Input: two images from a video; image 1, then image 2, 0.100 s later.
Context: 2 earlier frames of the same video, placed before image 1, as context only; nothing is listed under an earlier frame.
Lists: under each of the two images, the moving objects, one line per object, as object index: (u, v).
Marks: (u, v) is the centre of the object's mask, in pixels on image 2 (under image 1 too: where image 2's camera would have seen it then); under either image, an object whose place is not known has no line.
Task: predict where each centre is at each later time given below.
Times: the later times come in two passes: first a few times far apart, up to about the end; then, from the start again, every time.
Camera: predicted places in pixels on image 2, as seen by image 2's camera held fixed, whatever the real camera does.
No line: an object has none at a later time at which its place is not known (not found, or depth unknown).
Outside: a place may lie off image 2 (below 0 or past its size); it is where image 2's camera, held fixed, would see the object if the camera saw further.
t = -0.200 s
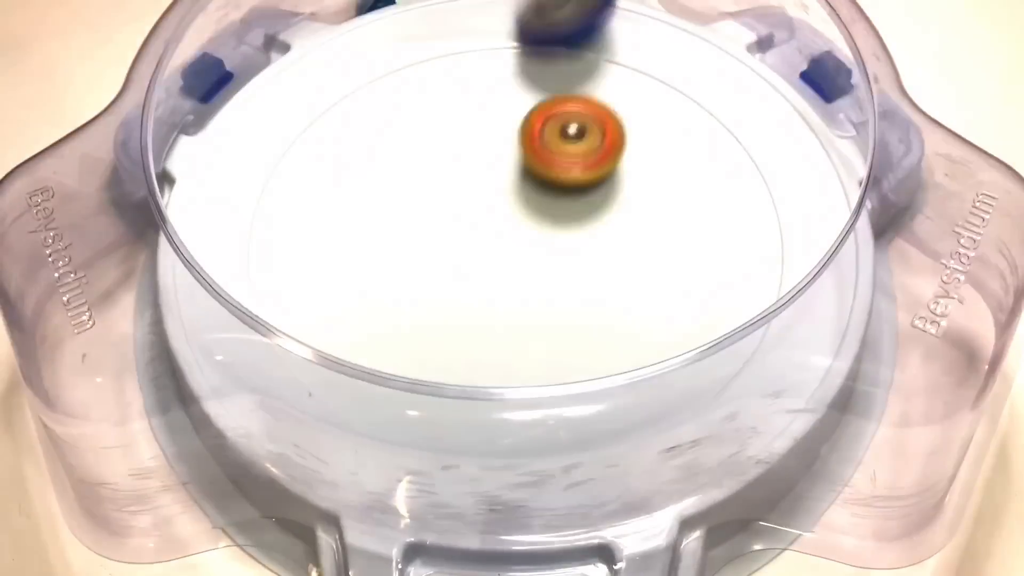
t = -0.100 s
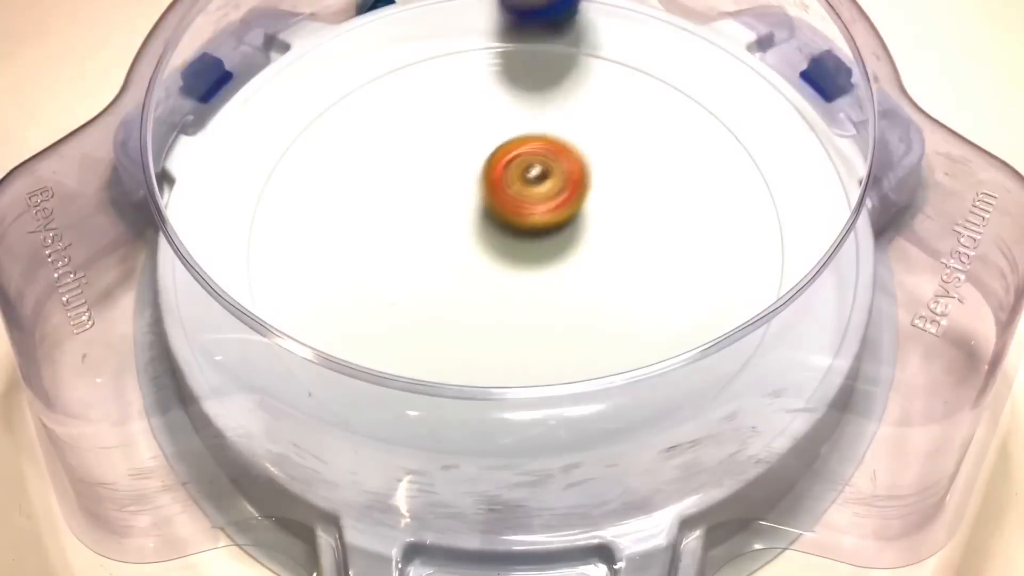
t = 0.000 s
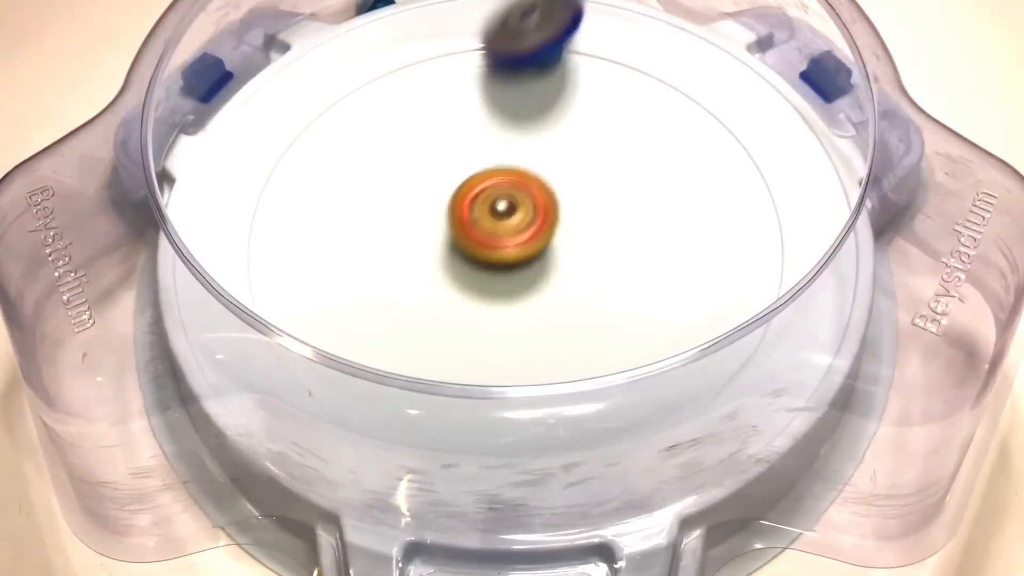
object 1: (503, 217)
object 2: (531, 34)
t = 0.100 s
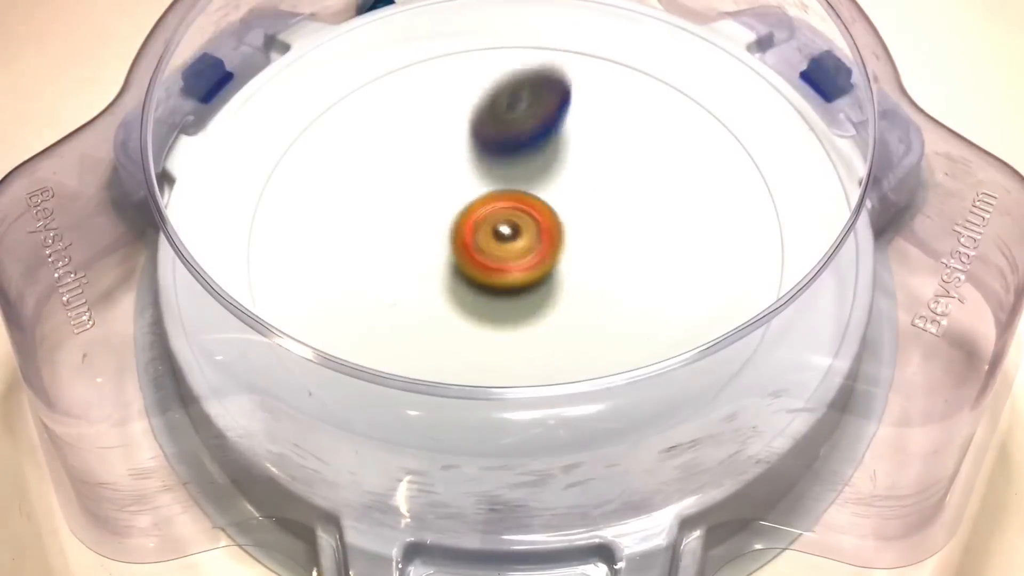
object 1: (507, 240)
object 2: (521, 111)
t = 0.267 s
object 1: (593, 296)
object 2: (514, 201)
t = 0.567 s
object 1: (631, 228)
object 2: (503, 220)
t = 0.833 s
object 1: (563, 160)
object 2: (382, 131)
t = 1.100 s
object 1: (491, 291)
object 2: (415, 83)
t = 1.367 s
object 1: (580, 314)
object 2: (466, 148)
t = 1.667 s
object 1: (537, 186)
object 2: (341, 243)
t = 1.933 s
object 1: (409, 213)
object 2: (266, 209)
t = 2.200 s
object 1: (491, 308)
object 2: (400, 221)
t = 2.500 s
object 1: (670, 261)
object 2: (479, 294)
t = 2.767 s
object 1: (509, 161)
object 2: (407, 329)
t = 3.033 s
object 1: (350, 25)
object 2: (530, 422)
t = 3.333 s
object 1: (402, 169)
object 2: (559, 341)
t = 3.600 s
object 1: (519, 209)
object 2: (663, 275)
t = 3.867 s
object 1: (548, 137)
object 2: (749, 270)
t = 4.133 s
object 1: (528, 153)
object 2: (606, 226)
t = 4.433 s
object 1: (465, 170)
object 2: (574, 211)
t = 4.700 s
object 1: (465, 242)
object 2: (584, 220)
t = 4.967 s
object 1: (396, 327)
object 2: (690, 234)
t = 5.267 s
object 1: (458, 350)
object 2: (572, 172)
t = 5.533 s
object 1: (504, 336)
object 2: (582, 98)
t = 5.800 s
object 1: (444, 266)
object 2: (537, 167)
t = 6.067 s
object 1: (376, 289)
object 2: (529, 210)
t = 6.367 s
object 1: (429, 290)
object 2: (495, 175)
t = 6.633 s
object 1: (401, 260)
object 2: (584, 202)
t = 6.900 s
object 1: (434, 269)
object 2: (571, 277)
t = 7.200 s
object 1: (375, 235)
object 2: (609, 250)
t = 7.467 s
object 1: (355, 252)
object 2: (726, 264)
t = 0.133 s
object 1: (518, 246)
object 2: (519, 137)
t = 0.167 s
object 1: (534, 254)
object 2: (517, 164)
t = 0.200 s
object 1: (554, 271)
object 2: (515, 179)
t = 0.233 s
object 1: (574, 286)
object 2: (515, 190)
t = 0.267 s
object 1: (593, 296)
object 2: (514, 201)
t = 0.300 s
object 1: (610, 304)
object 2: (514, 210)
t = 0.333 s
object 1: (627, 304)
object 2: (514, 217)
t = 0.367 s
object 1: (640, 301)
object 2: (514, 224)
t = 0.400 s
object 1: (649, 293)
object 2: (513, 227)
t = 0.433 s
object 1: (652, 284)
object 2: (513, 228)
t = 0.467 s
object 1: (651, 273)
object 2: (511, 230)
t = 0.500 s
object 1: (647, 259)
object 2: (509, 229)
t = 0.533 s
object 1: (640, 244)
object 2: (507, 225)
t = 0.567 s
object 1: (631, 228)
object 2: (503, 220)
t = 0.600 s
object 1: (620, 211)
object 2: (500, 211)
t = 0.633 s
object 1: (613, 194)
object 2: (486, 205)
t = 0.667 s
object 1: (613, 179)
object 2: (462, 195)
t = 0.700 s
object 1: (608, 167)
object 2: (439, 184)
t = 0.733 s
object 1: (597, 159)
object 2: (420, 171)
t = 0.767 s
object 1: (586, 155)
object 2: (404, 157)
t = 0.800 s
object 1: (574, 156)
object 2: (391, 144)
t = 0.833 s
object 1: (563, 160)
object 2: (382, 131)
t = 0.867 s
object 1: (549, 169)
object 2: (377, 119)
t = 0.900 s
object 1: (535, 182)
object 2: (375, 108)
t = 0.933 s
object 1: (522, 197)
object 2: (376, 99)
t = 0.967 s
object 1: (510, 215)
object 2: (381, 92)
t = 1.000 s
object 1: (500, 237)
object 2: (387, 86)
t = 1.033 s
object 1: (494, 256)
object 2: (395, 84)
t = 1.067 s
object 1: (491, 275)
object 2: (405, 82)
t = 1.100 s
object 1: (491, 291)
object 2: (415, 83)
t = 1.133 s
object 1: (494, 307)
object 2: (425, 84)
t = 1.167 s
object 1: (500, 318)
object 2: (436, 89)
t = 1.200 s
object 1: (509, 324)
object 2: (446, 95)
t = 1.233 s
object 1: (520, 330)
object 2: (455, 103)
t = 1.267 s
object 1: (535, 331)
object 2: (462, 112)
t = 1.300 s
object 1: (549, 328)
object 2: (467, 123)
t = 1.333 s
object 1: (564, 322)
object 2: (468, 136)
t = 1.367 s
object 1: (580, 314)
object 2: (466, 148)
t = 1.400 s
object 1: (592, 302)
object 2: (460, 163)
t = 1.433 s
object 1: (602, 287)
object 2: (452, 177)
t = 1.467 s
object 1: (609, 271)
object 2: (440, 191)
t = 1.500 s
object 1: (610, 254)
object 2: (427, 204)
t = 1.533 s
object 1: (604, 236)
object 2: (412, 216)
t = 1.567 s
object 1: (591, 220)
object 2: (395, 226)
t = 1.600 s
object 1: (573, 206)
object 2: (377, 234)
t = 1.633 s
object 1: (554, 194)
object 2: (359, 240)
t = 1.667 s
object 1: (537, 186)
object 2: (341, 243)
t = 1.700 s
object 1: (518, 181)
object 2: (323, 244)
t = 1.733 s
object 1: (499, 180)
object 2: (307, 243)
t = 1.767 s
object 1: (479, 181)
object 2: (293, 239)
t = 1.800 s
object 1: (459, 184)
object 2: (280, 234)
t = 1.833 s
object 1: (440, 191)
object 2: (269, 228)
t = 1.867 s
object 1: (425, 198)
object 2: (259, 221)
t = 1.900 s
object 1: (414, 205)
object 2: (257, 214)
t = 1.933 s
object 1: (409, 213)
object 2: (266, 209)
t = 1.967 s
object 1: (406, 226)
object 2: (277, 204)
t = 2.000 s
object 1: (409, 240)
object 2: (287, 200)
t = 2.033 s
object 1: (418, 256)
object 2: (294, 195)
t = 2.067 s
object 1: (429, 272)
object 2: (306, 192)
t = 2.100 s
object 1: (443, 288)
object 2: (324, 192)
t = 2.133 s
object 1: (458, 298)
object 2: (348, 197)
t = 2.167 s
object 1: (473, 304)
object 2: (374, 207)
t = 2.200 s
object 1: (491, 308)
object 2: (400, 221)
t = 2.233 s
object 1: (509, 309)
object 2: (426, 235)
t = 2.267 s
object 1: (545, 321)
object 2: (435, 236)
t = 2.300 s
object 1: (578, 328)
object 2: (442, 237)
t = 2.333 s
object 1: (605, 327)
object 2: (451, 243)
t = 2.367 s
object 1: (630, 323)
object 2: (459, 250)
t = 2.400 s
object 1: (650, 313)
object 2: (467, 260)
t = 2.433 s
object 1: (664, 301)
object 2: (473, 270)
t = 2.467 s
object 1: (670, 283)
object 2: (477, 281)
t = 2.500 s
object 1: (670, 261)
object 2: (479, 294)
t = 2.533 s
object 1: (662, 239)
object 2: (479, 307)
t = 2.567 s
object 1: (649, 219)
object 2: (477, 318)
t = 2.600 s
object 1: (633, 201)
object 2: (471, 327)
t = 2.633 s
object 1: (613, 186)
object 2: (463, 334)
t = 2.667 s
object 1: (589, 174)
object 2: (451, 337)
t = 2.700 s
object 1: (563, 165)
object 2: (436, 337)
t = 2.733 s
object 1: (537, 161)
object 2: (421, 334)
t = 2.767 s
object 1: (509, 161)
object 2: (407, 329)
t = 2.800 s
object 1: (483, 164)
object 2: (399, 317)
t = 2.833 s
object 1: (456, 171)
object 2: (399, 301)
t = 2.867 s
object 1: (433, 181)
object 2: (407, 284)
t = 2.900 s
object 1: (411, 153)
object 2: (427, 308)
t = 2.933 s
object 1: (388, 105)
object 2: (456, 341)
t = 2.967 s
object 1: (370, 65)
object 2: (485, 379)
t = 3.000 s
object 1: (357, 36)
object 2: (510, 404)
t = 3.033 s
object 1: (350, 25)
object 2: (530, 422)
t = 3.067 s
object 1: (353, 28)
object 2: (545, 436)
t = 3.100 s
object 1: (359, 35)
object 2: (554, 432)
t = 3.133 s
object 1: (363, 45)
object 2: (557, 414)
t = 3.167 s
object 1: (367, 60)
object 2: (560, 405)
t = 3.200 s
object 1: (373, 79)
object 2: (561, 397)
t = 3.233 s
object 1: (377, 99)
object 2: (560, 380)
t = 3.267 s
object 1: (384, 122)
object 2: (559, 365)
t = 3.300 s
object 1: (392, 146)
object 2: (558, 349)
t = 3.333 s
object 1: (402, 169)
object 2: (559, 341)
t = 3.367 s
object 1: (415, 191)
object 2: (562, 329)
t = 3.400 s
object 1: (430, 210)
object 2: (566, 316)
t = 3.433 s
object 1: (448, 225)
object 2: (571, 303)
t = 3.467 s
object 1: (467, 236)
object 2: (576, 290)
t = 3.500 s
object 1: (480, 236)
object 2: (595, 287)
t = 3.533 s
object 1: (493, 229)
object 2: (618, 284)
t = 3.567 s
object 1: (506, 220)
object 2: (641, 280)
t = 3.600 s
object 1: (519, 209)
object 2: (663, 275)
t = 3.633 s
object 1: (531, 198)
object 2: (682, 272)
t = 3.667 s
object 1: (540, 186)
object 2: (700, 269)
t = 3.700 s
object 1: (547, 173)
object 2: (715, 267)
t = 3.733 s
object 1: (552, 162)
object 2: (729, 267)
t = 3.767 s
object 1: (554, 152)
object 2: (739, 266)
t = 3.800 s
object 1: (554, 145)
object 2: (747, 266)
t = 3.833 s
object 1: (551, 139)
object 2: (751, 267)
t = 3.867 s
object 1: (548, 137)
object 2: (749, 270)
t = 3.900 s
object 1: (545, 136)
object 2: (742, 272)
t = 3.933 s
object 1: (542, 136)
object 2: (731, 276)
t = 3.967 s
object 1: (539, 137)
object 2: (715, 278)
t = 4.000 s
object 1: (536, 139)
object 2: (690, 275)
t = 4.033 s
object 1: (534, 142)
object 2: (666, 266)
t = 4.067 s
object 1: (532, 146)
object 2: (642, 254)
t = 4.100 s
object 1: (531, 150)
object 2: (621, 240)
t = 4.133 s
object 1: (528, 153)
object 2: (606, 226)
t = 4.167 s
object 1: (506, 140)
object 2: (617, 233)
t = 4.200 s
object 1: (489, 129)
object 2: (623, 235)
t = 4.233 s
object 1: (476, 124)
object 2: (622, 236)
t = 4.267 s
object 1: (466, 124)
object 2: (617, 234)
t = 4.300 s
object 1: (461, 129)
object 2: (609, 232)
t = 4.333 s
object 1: (459, 138)
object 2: (600, 229)
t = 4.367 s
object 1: (460, 150)
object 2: (590, 225)
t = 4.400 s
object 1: (464, 161)
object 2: (579, 218)
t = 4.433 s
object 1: (465, 170)
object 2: (574, 211)
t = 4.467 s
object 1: (450, 173)
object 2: (585, 209)
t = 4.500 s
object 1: (439, 178)
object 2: (592, 208)
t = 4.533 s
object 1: (434, 186)
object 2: (596, 209)
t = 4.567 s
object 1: (433, 195)
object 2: (598, 210)
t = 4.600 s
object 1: (436, 207)
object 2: (598, 213)
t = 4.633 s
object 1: (443, 219)
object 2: (596, 215)
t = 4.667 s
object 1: (453, 231)
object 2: (591, 218)
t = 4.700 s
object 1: (465, 242)
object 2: (584, 220)
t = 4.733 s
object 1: (445, 255)
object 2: (604, 215)
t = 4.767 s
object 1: (413, 270)
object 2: (632, 205)
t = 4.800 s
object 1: (387, 283)
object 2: (653, 201)
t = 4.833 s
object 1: (371, 293)
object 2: (667, 199)
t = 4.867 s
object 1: (365, 302)
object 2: (681, 203)
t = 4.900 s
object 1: (368, 310)
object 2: (691, 212)
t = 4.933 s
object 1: (378, 319)
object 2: (695, 221)
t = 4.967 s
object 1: (396, 327)
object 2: (690, 234)
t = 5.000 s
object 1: (417, 334)
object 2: (678, 245)
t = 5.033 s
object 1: (440, 338)
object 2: (659, 258)
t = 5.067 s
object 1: (464, 339)
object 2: (637, 262)
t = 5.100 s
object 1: (484, 337)
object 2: (613, 265)
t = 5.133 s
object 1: (499, 331)
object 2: (590, 261)
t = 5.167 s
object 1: (484, 341)
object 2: (587, 238)
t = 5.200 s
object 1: (470, 346)
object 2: (583, 210)
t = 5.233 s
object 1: (461, 348)
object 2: (577, 190)
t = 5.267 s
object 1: (458, 350)
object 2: (572, 172)
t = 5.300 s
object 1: (461, 352)
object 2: (567, 157)
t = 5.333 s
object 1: (466, 353)
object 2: (565, 144)
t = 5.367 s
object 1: (474, 353)
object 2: (566, 131)
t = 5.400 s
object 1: (483, 353)
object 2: (567, 119)
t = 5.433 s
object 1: (492, 352)
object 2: (569, 109)
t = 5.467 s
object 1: (500, 349)
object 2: (573, 101)
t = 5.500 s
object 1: (504, 344)
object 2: (578, 98)
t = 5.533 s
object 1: (504, 336)
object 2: (582, 98)
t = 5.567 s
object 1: (503, 322)
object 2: (584, 105)
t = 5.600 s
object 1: (502, 308)
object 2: (582, 113)
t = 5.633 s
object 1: (499, 295)
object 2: (578, 126)
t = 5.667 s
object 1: (494, 283)
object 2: (570, 139)
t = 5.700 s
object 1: (490, 271)
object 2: (558, 153)
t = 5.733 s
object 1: (484, 262)
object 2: (544, 166)
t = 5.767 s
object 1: (477, 255)
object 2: (531, 175)
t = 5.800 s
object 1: (444, 266)
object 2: (537, 167)
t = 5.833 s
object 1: (409, 276)
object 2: (547, 160)
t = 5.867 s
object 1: (385, 283)
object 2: (553, 159)
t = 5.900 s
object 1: (367, 287)
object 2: (557, 165)
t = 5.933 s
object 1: (357, 289)
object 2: (558, 171)
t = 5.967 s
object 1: (354, 290)
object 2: (556, 180)
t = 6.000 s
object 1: (356, 291)
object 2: (550, 190)
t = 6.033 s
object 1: (364, 290)
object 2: (541, 200)
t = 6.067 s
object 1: (376, 289)
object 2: (529, 210)
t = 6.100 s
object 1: (390, 289)
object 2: (515, 218)
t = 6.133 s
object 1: (406, 288)
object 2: (498, 223)
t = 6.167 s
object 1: (413, 294)
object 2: (489, 218)
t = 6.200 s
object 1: (416, 300)
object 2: (483, 209)
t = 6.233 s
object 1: (418, 302)
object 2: (479, 200)
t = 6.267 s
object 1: (422, 302)
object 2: (479, 191)
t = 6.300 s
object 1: (425, 299)
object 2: (482, 183)
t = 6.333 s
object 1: (427, 295)
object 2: (488, 177)
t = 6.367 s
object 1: (429, 290)
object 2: (495, 175)
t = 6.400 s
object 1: (430, 283)
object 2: (503, 176)
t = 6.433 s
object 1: (431, 275)
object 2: (511, 178)
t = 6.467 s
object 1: (433, 267)
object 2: (520, 182)
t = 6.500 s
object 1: (435, 258)
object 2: (525, 190)
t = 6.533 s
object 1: (432, 253)
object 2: (533, 198)
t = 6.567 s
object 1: (414, 256)
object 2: (554, 197)
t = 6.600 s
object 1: (403, 258)
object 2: (571, 198)
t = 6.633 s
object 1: (401, 260)
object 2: (584, 202)
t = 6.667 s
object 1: (403, 263)
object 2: (596, 210)
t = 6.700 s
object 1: (407, 266)
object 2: (604, 219)
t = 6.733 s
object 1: (412, 268)
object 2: (607, 232)
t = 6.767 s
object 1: (417, 270)
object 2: (606, 245)
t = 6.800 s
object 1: (424, 271)
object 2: (600, 257)
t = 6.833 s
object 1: (431, 272)
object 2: (589, 267)
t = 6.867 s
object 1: (438, 271)
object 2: (575, 274)
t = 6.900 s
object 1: (434, 269)
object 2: (571, 277)
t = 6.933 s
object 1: (417, 265)
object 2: (576, 277)
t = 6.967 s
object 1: (409, 262)
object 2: (574, 278)
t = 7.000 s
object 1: (407, 259)
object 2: (571, 277)
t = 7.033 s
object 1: (408, 257)
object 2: (567, 275)
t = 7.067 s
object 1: (413, 254)
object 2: (562, 271)
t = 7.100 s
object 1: (420, 253)
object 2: (557, 267)
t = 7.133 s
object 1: (427, 251)
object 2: (552, 260)
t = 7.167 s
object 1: (410, 245)
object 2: (570, 254)
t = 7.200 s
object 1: (375, 235)
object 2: (609, 250)
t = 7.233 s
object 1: (350, 228)
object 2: (641, 247)
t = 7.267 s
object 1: (335, 222)
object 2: (664, 246)
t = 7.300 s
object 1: (329, 220)
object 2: (680, 247)
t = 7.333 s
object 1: (329, 222)
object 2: (694, 249)
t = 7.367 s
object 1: (333, 227)
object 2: (708, 251)
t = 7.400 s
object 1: (339, 235)
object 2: (718, 254)
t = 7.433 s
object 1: (346, 243)
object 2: (725, 259)
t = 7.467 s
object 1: (355, 252)
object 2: (726, 264)
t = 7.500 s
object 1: (363, 259)
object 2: (721, 269)
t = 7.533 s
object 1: (374, 264)
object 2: (709, 273)
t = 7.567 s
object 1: (383, 266)
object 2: (692, 277)
